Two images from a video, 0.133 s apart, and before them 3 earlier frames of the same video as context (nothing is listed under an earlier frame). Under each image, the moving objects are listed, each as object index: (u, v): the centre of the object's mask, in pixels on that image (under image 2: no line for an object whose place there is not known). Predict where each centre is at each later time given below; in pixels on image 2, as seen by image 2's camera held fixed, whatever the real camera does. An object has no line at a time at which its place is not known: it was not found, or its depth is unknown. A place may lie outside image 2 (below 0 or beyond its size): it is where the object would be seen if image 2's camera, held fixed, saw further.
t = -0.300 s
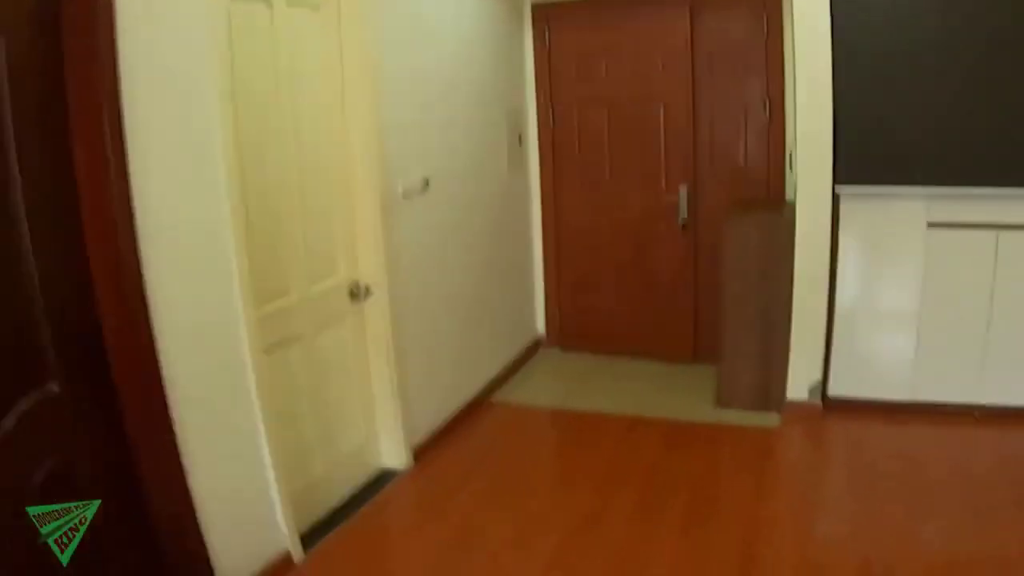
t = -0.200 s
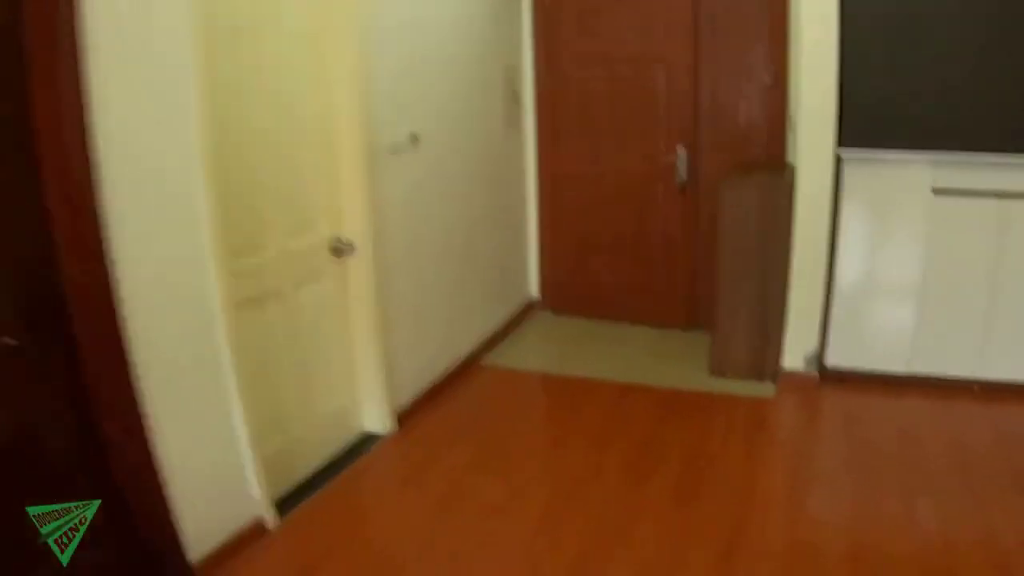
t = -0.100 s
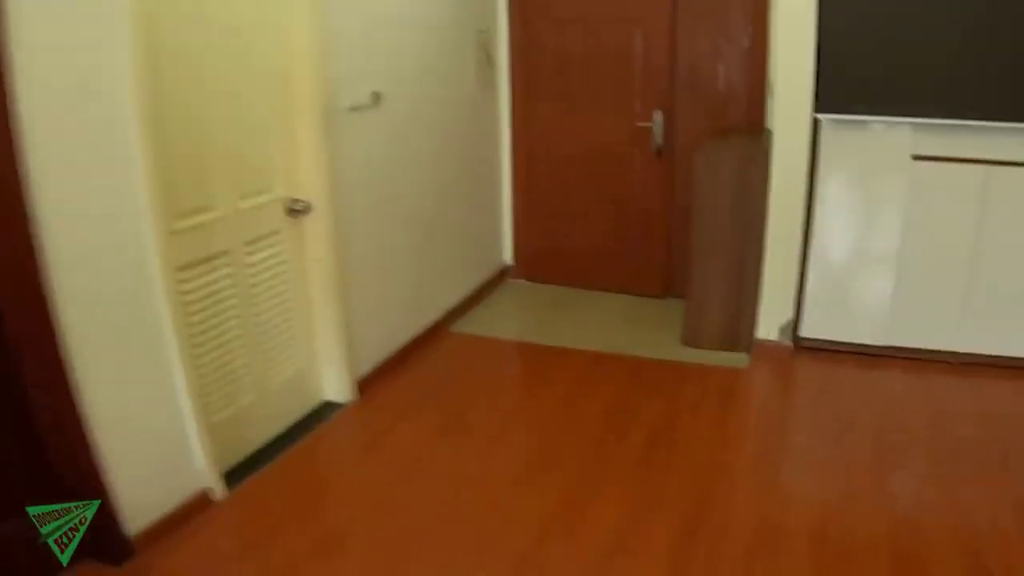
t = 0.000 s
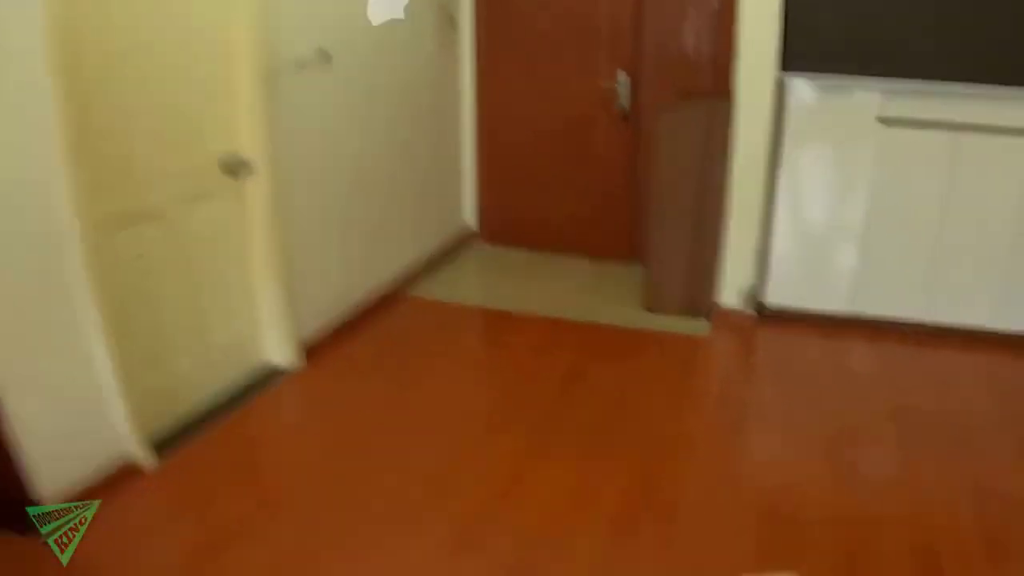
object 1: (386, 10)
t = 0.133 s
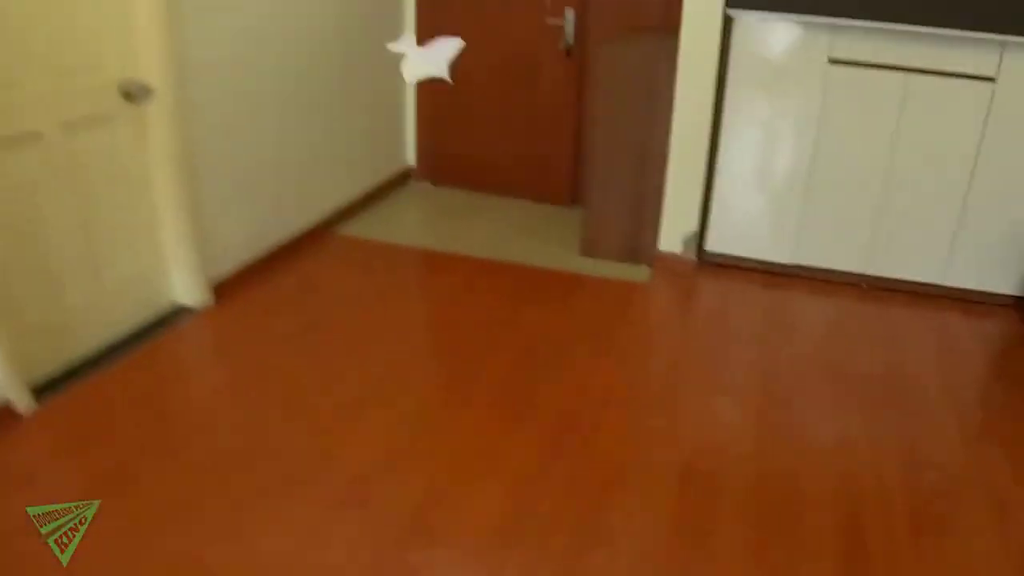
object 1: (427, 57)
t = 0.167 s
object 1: (452, 88)
